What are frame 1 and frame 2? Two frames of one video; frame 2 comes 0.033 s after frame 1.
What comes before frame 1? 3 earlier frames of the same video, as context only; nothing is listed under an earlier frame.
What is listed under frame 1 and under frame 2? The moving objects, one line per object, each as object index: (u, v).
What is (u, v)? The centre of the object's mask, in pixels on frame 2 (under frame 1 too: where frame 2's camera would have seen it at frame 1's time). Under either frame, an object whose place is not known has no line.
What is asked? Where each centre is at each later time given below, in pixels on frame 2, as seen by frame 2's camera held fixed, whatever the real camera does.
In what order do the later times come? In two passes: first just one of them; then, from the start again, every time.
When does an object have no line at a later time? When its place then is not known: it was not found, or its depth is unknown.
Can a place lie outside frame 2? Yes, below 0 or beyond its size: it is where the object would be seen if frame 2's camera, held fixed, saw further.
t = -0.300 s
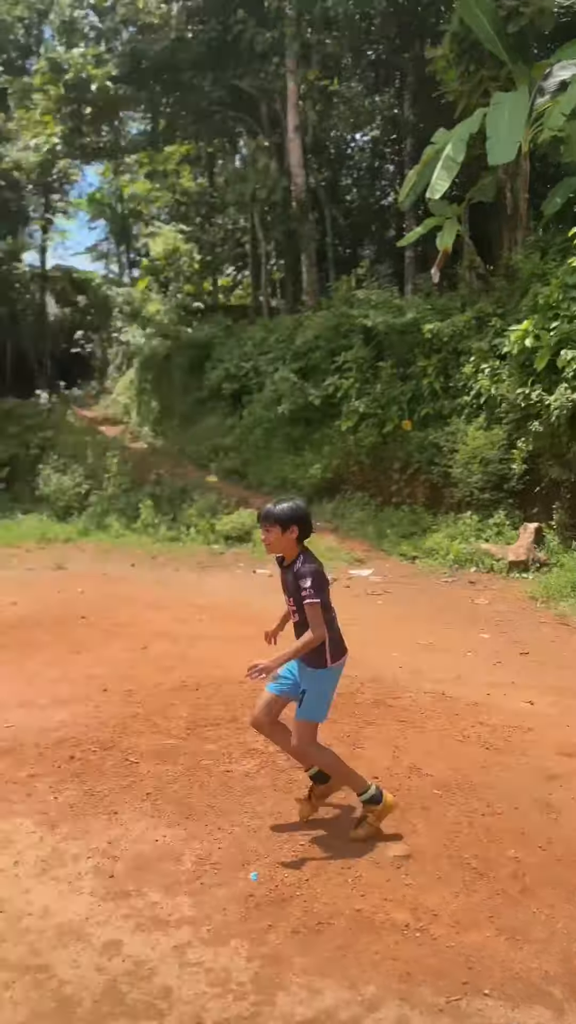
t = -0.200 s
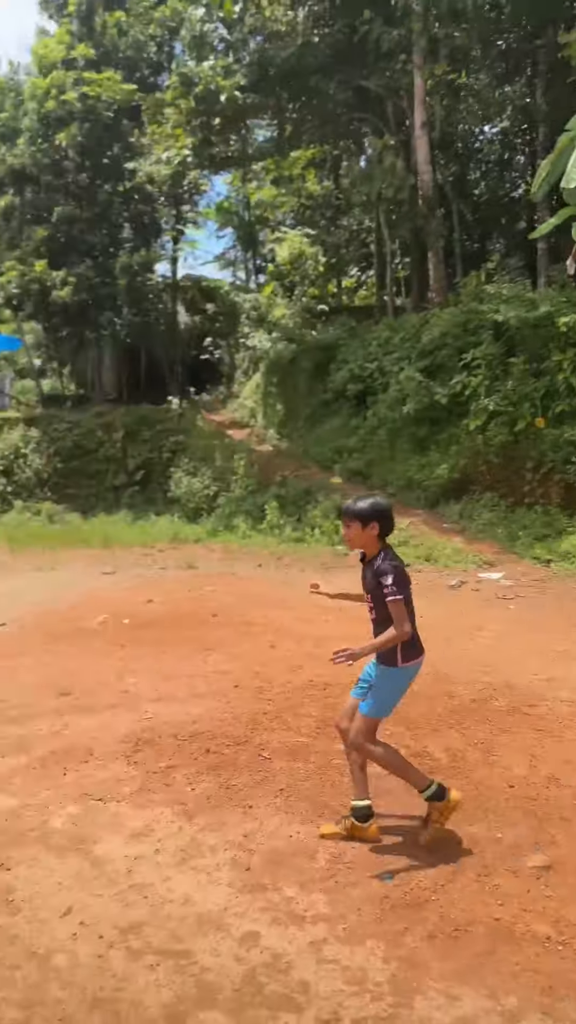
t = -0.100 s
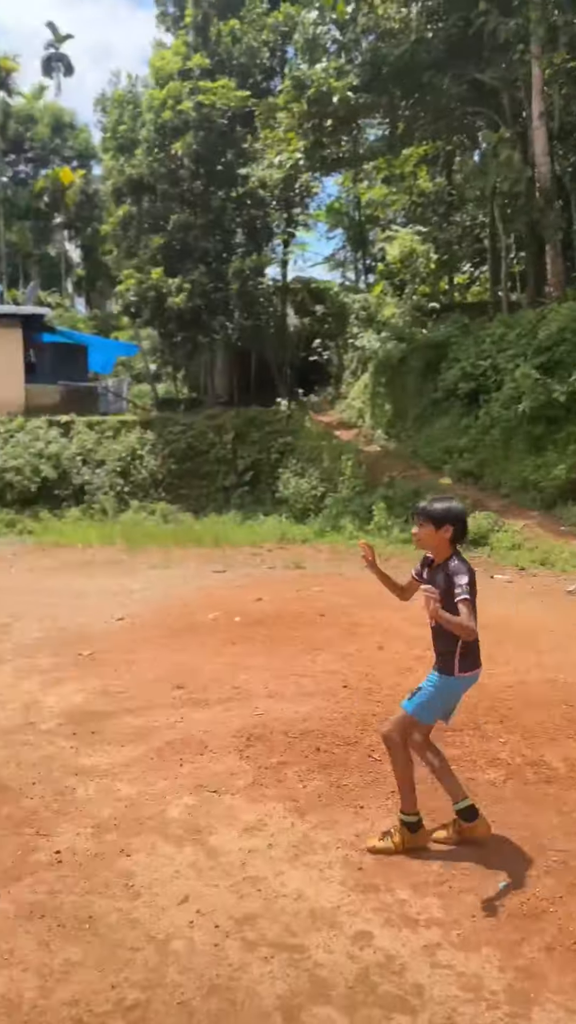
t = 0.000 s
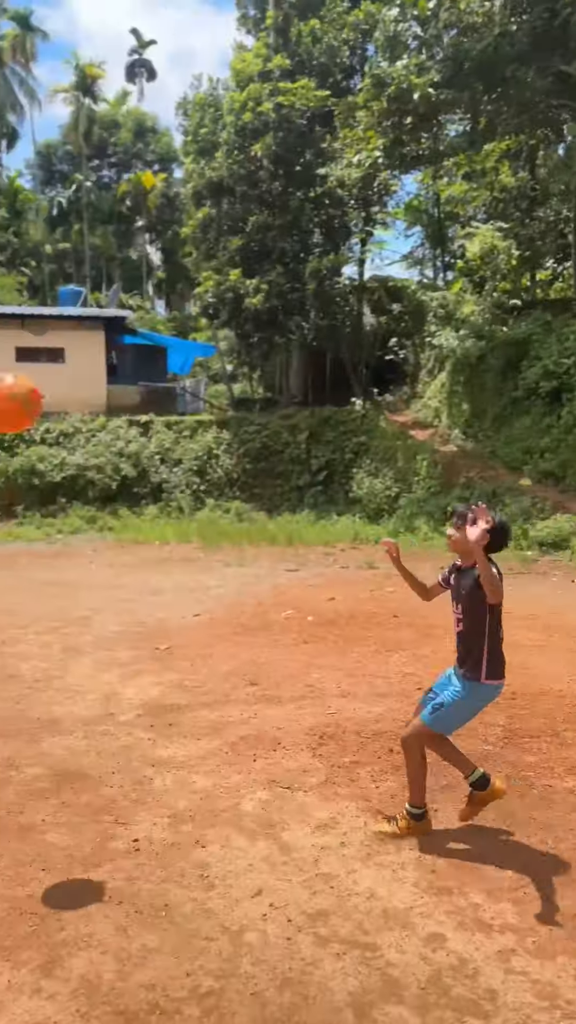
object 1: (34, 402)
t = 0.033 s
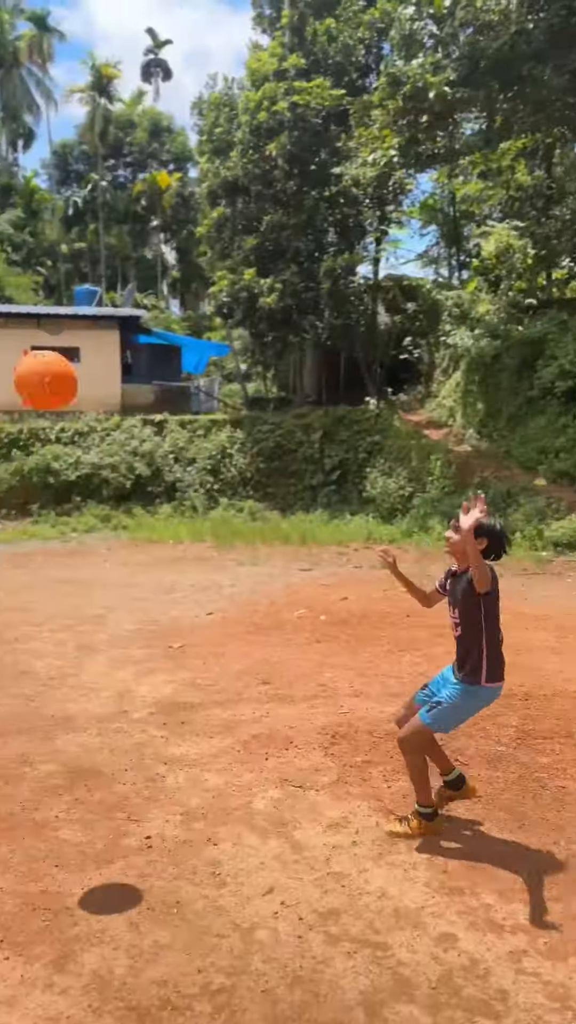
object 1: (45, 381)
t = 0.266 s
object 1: (211, 305)
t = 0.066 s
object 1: (69, 364)
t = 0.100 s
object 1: (93, 347)
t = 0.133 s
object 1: (117, 332)
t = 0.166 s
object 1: (137, 321)
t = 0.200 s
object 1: (164, 314)
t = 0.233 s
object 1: (187, 309)
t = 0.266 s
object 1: (211, 305)
